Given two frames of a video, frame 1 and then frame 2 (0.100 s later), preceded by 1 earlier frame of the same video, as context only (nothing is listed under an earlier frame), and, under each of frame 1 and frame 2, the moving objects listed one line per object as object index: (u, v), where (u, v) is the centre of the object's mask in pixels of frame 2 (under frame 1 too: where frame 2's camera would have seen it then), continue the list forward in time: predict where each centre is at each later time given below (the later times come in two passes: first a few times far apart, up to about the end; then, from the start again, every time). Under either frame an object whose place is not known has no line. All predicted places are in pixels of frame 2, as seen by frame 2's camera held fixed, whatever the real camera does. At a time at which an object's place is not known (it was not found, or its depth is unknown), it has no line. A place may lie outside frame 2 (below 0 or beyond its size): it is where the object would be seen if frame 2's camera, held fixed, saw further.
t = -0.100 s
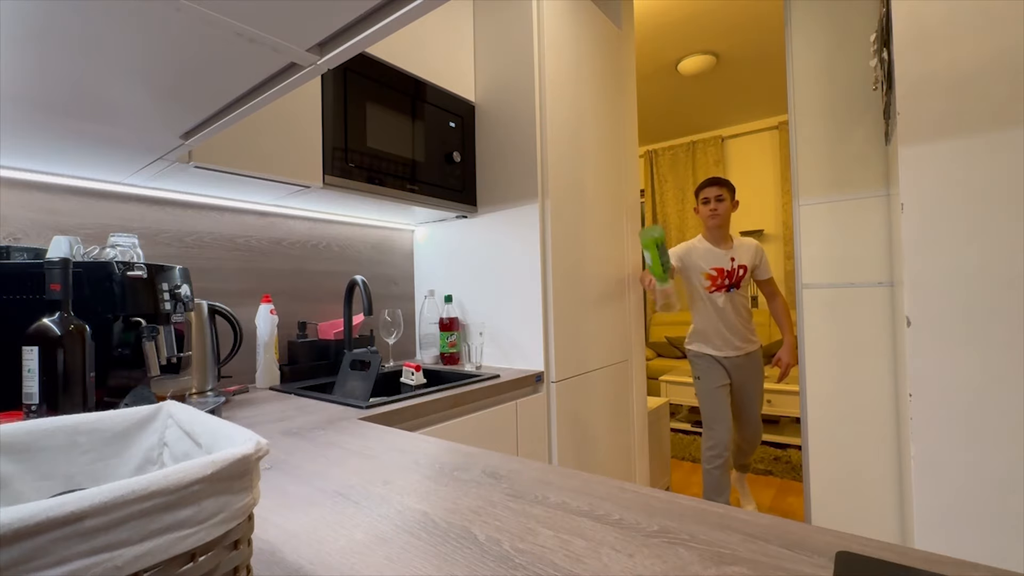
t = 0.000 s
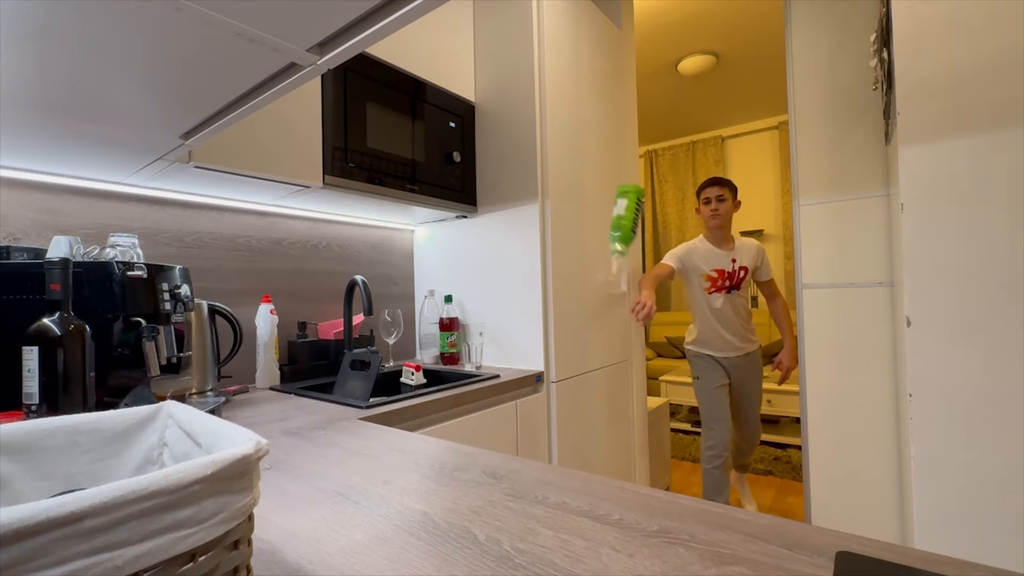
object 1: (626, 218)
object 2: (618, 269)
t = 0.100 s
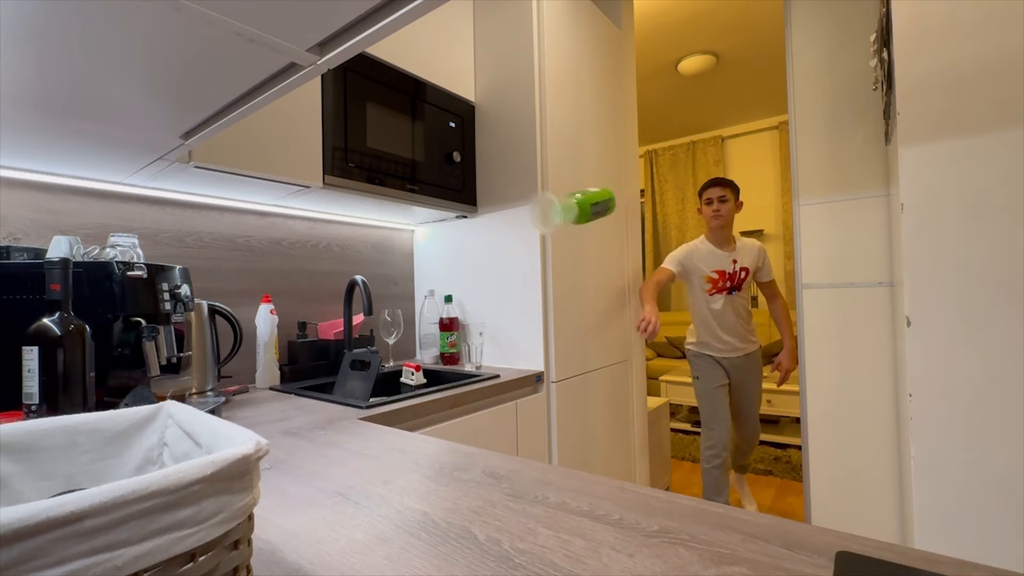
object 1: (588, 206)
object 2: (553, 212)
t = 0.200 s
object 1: (536, 244)
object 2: (491, 179)
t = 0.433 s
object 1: (298, 482)
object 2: (382, 365)
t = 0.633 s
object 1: (316, 519)
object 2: (319, 441)
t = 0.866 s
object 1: (359, 508)
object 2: (347, 436)
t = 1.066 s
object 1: (374, 505)
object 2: (357, 435)
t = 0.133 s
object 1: (570, 211)
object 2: (528, 193)
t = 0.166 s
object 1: (554, 223)
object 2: (511, 181)
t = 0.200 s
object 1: (536, 244)
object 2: (491, 179)
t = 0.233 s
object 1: (515, 278)
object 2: (476, 194)
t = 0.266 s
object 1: (492, 327)
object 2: (460, 227)
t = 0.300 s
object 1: (462, 396)
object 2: (443, 281)
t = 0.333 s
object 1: (428, 427)
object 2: (439, 300)
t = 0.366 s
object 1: (388, 435)
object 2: (422, 305)
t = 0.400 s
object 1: (340, 460)
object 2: (404, 327)
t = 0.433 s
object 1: (298, 482)
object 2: (382, 365)
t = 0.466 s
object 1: (288, 491)
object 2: (367, 384)
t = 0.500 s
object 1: (293, 506)
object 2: (362, 418)
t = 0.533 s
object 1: (295, 516)
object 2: (348, 439)
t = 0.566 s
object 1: (297, 518)
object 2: (327, 436)
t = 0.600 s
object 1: (305, 520)
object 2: (319, 439)
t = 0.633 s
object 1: (316, 519)
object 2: (319, 441)
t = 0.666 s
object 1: (326, 516)
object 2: (323, 440)
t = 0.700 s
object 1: (335, 514)
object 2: (330, 439)
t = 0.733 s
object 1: (342, 512)
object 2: (334, 438)
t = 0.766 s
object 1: (347, 511)
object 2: (338, 438)
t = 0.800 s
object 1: (352, 510)
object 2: (341, 437)
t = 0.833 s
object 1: (356, 509)
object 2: (345, 436)
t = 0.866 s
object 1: (359, 508)
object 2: (347, 436)
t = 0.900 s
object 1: (362, 507)
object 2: (348, 436)
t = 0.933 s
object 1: (364, 507)
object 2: (349, 436)
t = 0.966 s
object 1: (367, 506)
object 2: (351, 436)
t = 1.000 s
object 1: (369, 506)
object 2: (353, 436)
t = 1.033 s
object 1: (372, 505)
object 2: (355, 435)
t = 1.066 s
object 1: (374, 505)
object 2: (357, 435)
